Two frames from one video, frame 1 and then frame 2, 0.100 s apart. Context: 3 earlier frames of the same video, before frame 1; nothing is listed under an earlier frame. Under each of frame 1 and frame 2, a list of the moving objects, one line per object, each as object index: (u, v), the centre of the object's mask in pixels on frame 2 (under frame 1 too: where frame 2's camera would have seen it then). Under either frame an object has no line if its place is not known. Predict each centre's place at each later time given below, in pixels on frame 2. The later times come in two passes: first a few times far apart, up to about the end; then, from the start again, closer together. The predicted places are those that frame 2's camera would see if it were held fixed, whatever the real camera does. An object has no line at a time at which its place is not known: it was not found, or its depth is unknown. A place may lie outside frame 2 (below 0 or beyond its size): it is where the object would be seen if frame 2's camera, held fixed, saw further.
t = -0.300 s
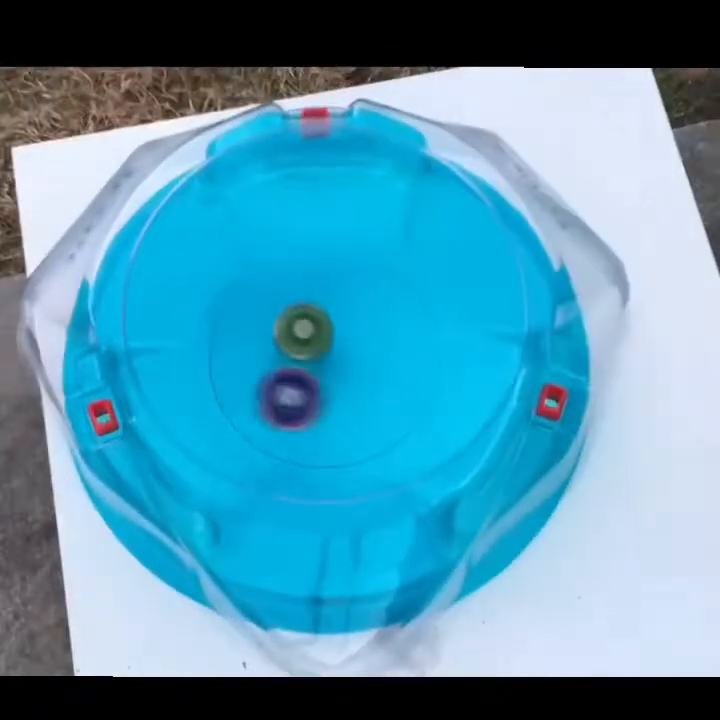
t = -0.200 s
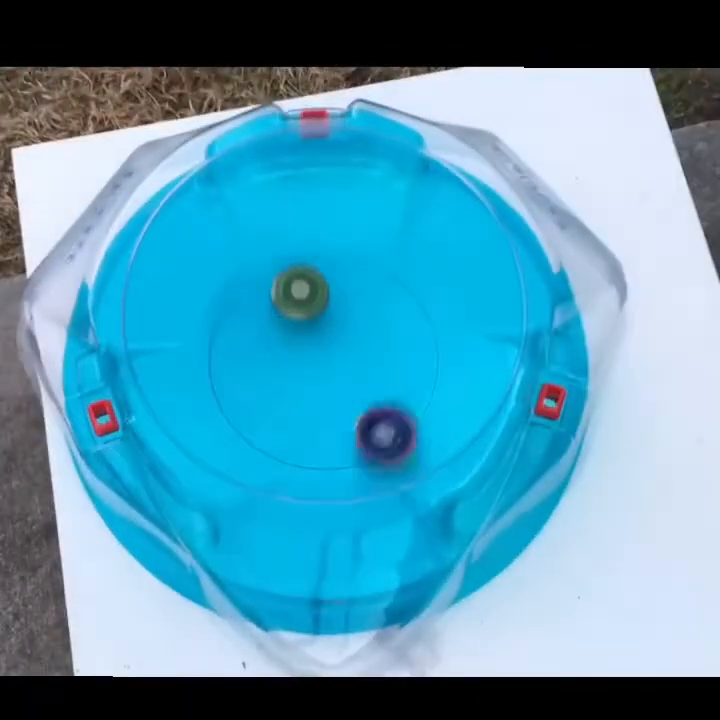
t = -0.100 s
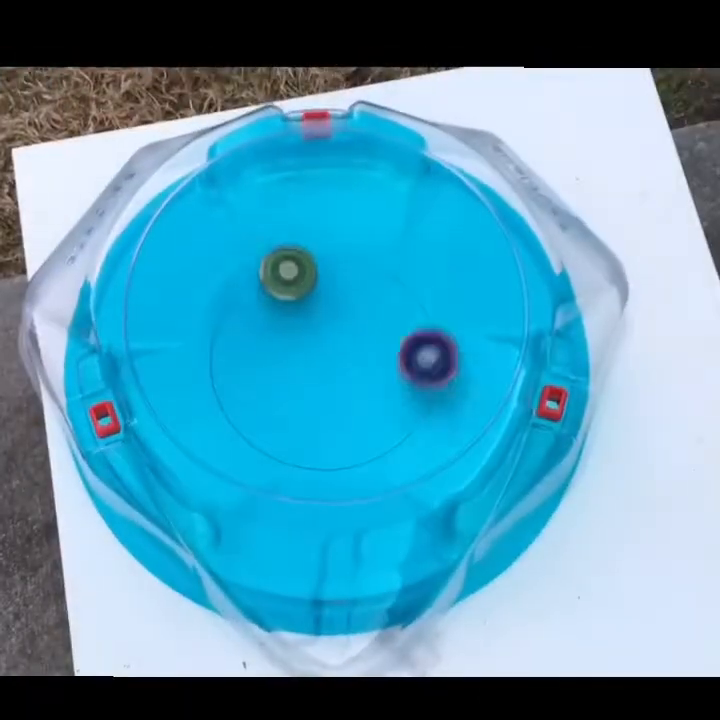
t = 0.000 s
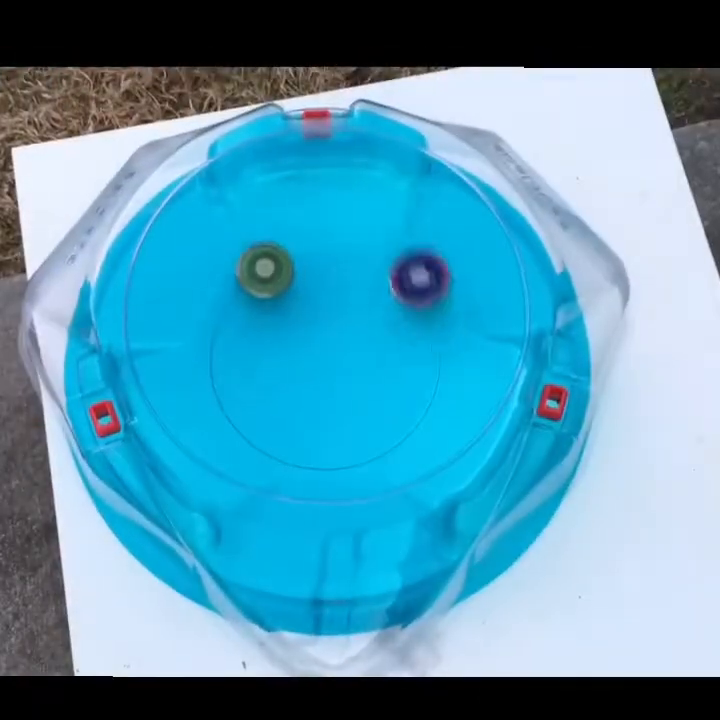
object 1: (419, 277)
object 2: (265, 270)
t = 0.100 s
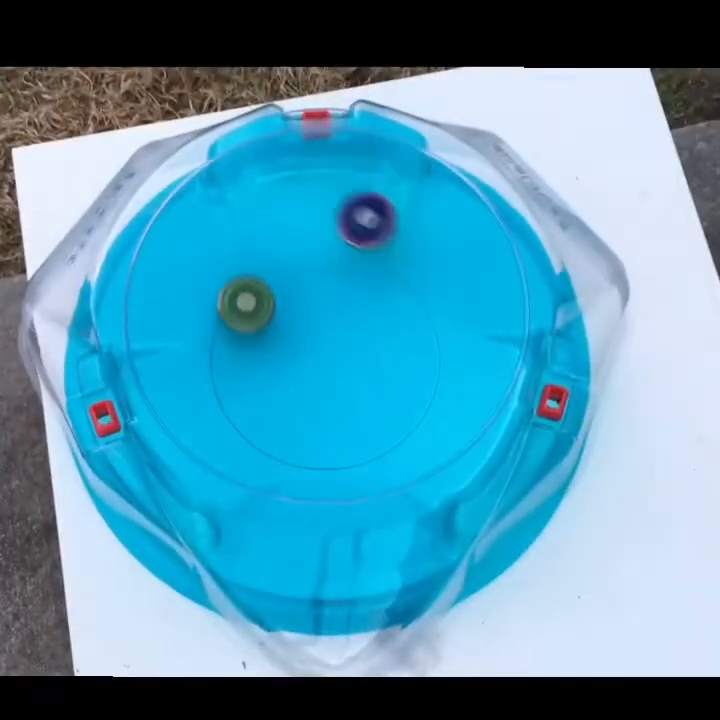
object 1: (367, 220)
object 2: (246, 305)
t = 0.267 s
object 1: (241, 240)
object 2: (298, 371)
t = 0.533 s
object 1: (189, 375)
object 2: (414, 309)
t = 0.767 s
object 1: (377, 490)
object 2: (332, 253)
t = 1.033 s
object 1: (448, 387)
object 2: (260, 360)
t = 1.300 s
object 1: (308, 221)
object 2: (414, 398)
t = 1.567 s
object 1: (124, 304)
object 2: (390, 274)
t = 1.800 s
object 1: (110, 317)
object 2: (274, 316)
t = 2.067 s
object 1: (114, 315)
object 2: (352, 442)
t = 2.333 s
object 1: (139, 312)
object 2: (424, 331)
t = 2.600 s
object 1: (188, 307)
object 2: (303, 302)
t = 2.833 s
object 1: (239, 344)
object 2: (276, 430)
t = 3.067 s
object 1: (345, 375)
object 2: (378, 446)
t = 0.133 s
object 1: (342, 211)
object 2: (247, 320)
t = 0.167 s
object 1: (316, 209)
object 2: (254, 336)
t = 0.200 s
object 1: (290, 213)
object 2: (264, 349)
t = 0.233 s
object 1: (264, 223)
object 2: (280, 362)
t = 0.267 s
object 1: (241, 240)
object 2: (298, 371)
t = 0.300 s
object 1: (220, 260)
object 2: (318, 375)
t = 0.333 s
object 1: (203, 277)
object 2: (339, 376)
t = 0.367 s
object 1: (189, 294)
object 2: (358, 371)
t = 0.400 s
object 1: (179, 311)
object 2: (376, 364)
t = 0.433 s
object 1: (174, 328)
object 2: (391, 353)
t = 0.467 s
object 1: (175, 342)
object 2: (402, 340)
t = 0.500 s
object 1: (180, 357)
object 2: (410, 325)
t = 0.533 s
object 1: (189, 375)
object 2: (414, 309)
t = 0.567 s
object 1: (203, 397)
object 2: (415, 293)
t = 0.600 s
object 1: (222, 420)
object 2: (406, 283)
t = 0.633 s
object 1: (247, 444)
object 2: (393, 276)
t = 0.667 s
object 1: (279, 464)
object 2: (378, 268)
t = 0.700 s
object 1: (315, 477)
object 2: (363, 262)
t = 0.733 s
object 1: (348, 485)
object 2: (348, 256)
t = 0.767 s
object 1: (377, 490)
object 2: (332, 253)
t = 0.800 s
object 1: (401, 491)
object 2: (312, 255)
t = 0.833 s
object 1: (416, 489)
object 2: (293, 260)
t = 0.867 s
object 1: (424, 482)
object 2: (276, 270)
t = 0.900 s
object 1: (429, 471)
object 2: (262, 284)
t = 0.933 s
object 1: (434, 454)
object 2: (253, 301)
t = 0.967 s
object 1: (438, 435)
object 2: (250, 319)
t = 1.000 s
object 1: (443, 414)
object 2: (252, 339)
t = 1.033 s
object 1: (448, 387)
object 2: (260, 360)
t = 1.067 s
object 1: (450, 358)
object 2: (273, 377)
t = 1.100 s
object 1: (448, 328)
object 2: (289, 392)
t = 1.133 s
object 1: (438, 299)
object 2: (311, 405)
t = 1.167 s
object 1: (421, 273)
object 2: (333, 413)
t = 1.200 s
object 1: (398, 251)
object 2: (356, 415)
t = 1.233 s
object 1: (371, 235)
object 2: (377, 414)
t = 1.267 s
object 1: (340, 224)
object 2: (396, 408)
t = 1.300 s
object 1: (308, 221)
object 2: (414, 398)
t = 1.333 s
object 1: (275, 223)
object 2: (430, 385)
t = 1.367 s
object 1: (243, 233)
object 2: (437, 367)
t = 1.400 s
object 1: (213, 248)
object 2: (437, 349)
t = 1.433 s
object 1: (188, 259)
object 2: (434, 331)
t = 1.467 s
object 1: (166, 270)
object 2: (426, 314)
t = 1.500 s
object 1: (149, 282)
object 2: (416, 299)
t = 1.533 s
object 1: (135, 293)
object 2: (404, 285)
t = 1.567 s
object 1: (124, 304)
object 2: (390, 274)
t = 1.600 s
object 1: (114, 317)
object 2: (372, 266)
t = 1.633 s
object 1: (112, 318)
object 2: (353, 262)
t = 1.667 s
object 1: (113, 316)
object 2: (334, 262)
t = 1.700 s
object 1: (113, 315)
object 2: (315, 269)
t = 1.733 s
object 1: (112, 315)
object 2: (298, 281)
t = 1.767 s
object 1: (111, 317)
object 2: (284, 297)
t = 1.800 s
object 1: (110, 317)
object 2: (274, 316)
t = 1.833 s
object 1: (108, 318)
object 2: (269, 337)
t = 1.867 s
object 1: (108, 319)
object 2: (268, 359)
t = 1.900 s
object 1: (108, 318)
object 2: (273, 379)
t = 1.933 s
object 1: (109, 317)
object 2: (282, 397)
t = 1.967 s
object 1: (109, 317)
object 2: (295, 414)
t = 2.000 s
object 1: (111, 316)
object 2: (312, 427)
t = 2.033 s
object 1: (112, 316)
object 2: (331, 437)
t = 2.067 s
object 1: (114, 315)
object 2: (352, 442)
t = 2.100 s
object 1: (116, 314)
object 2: (373, 443)
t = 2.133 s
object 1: (119, 314)
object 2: (394, 440)
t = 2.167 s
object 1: (122, 313)
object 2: (408, 427)
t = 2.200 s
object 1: (124, 313)
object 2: (418, 411)
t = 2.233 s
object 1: (127, 313)
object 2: (421, 390)
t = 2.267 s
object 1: (130, 313)
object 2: (424, 369)
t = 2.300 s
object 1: (134, 313)
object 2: (425, 350)
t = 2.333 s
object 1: (139, 312)
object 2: (424, 331)
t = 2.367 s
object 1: (144, 312)
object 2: (418, 314)
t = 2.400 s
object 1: (149, 311)
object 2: (408, 300)
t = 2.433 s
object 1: (155, 311)
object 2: (395, 289)
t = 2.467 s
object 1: (161, 310)
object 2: (379, 283)
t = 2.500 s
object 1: (167, 310)
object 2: (361, 281)
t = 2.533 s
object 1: (174, 309)
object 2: (341, 283)
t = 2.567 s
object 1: (181, 308)
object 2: (321, 290)
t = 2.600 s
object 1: (188, 307)
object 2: (303, 302)
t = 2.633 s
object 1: (195, 306)
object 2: (287, 317)
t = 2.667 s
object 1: (201, 304)
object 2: (275, 334)
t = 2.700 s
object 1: (207, 304)
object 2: (266, 355)
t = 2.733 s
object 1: (213, 309)
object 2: (262, 376)
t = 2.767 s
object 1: (221, 317)
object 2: (262, 395)
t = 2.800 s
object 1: (229, 329)
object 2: (267, 414)
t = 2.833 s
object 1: (239, 344)
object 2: (276, 430)
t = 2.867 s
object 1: (251, 359)
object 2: (288, 445)
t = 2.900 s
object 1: (266, 370)
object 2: (303, 456)
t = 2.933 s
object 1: (285, 378)
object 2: (321, 463)
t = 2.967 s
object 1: (306, 382)
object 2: (341, 458)
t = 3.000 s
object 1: (326, 381)
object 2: (360, 453)
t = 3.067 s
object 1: (345, 375)
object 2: (378, 446)
